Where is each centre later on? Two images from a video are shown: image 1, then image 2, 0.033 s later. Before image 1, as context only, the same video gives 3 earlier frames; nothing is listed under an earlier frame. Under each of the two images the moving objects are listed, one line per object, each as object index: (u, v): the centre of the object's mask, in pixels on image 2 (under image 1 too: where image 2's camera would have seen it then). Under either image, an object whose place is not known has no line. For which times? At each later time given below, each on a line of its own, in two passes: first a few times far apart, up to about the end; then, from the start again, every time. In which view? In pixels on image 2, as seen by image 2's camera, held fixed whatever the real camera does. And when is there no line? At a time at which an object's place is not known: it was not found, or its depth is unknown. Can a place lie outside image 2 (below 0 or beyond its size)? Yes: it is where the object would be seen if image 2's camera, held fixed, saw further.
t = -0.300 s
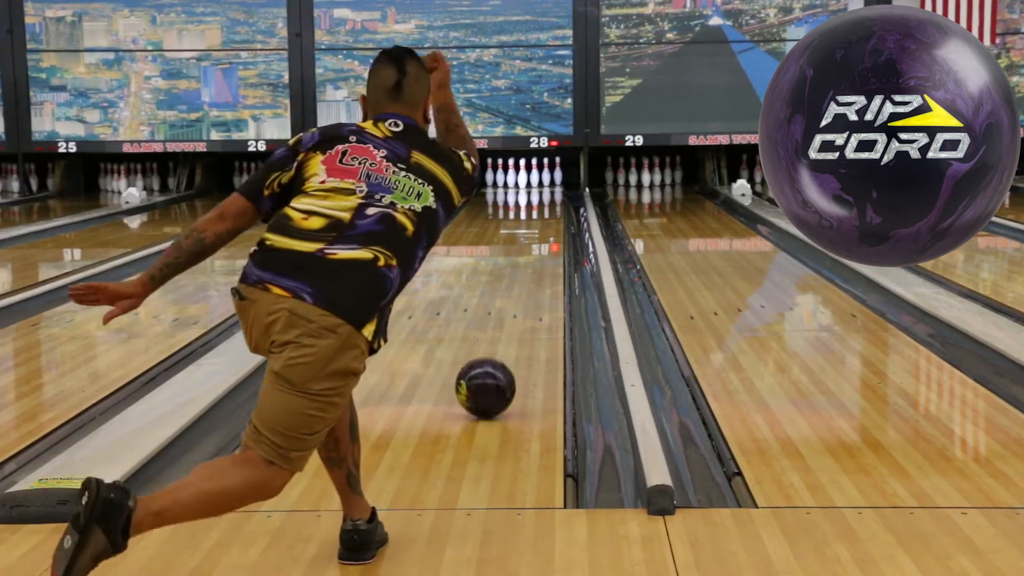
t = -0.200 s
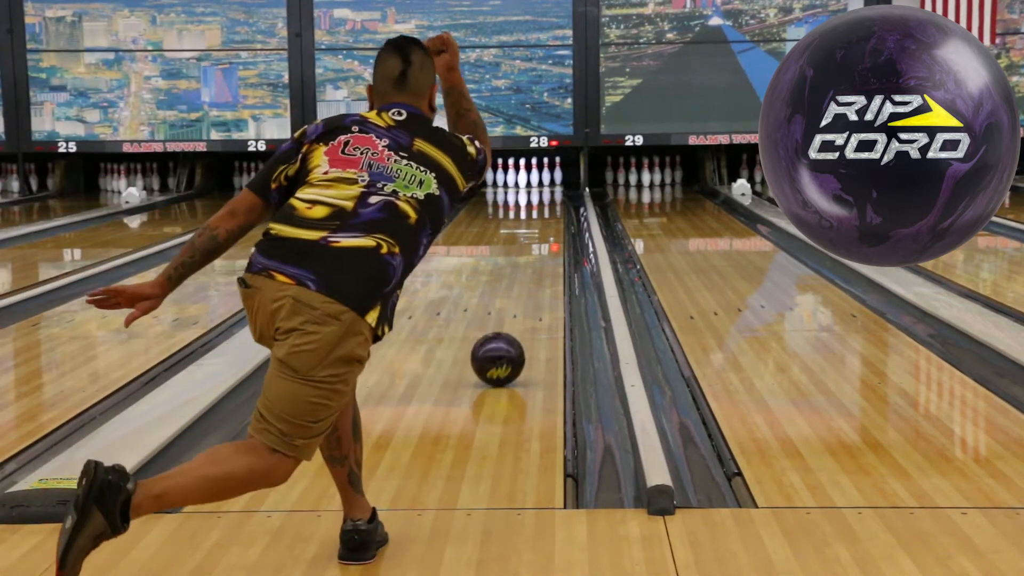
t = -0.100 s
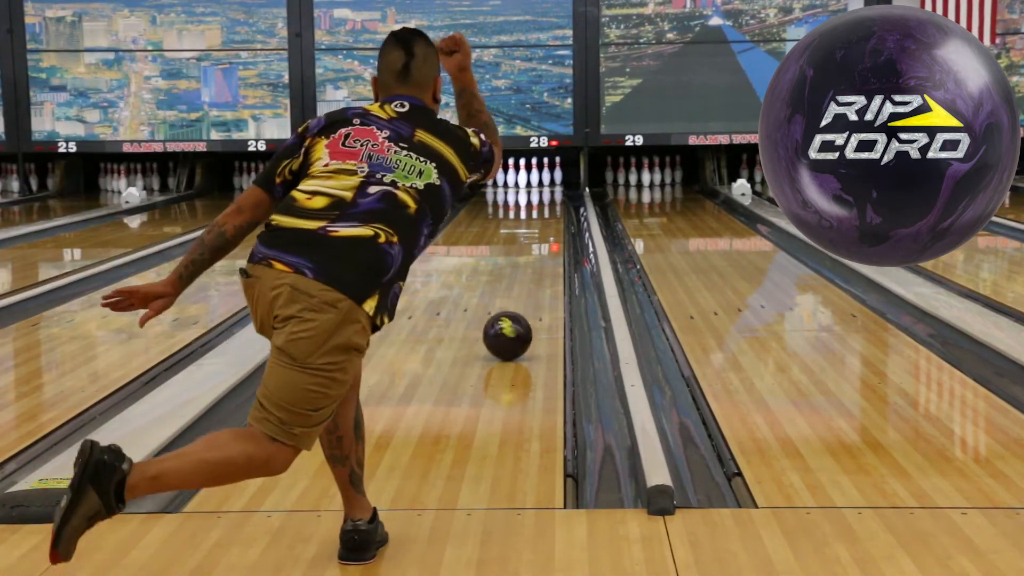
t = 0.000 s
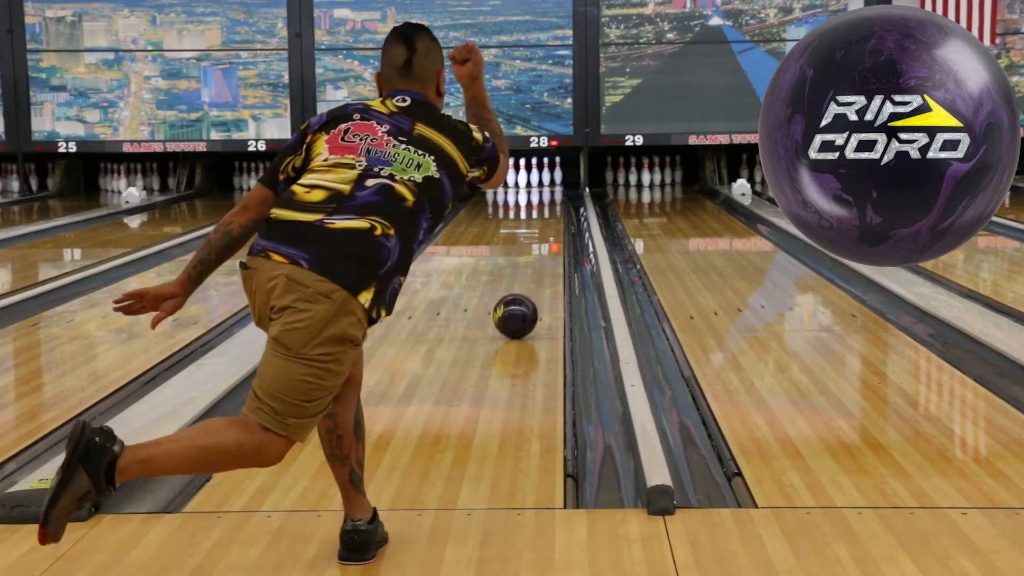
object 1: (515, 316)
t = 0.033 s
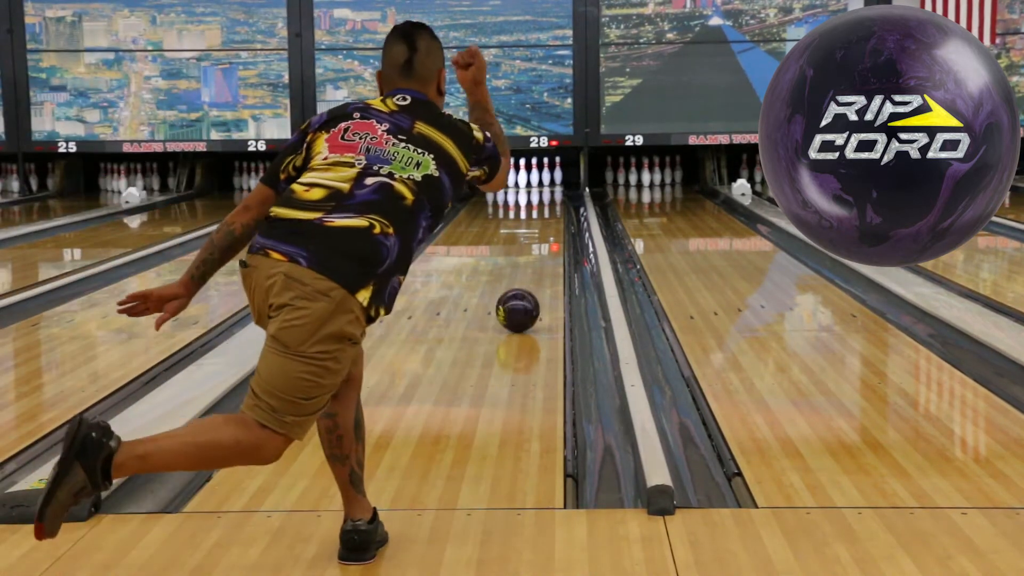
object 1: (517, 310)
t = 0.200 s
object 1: (527, 285)
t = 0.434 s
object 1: (537, 259)
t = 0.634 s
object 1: (542, 242)
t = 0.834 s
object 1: (546, 229)
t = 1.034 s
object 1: (549, 217)
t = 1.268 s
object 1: (549, 207)
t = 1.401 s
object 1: (549, 202)
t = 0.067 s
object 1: (520, 305)
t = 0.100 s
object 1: (522, 299)
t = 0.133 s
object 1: (524, 294)
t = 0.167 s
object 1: (526, 290)
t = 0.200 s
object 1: (527, 285)
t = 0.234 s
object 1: (529, 281)
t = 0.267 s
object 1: (530, 277)
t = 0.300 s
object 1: (532, 273)
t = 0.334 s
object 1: (533, 269)
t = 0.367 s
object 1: (534, 266)
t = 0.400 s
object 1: (536, 262)
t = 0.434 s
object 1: (537, 259)
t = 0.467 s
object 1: (538, 256)
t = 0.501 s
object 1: (539, 253)
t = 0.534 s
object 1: (540, 249)
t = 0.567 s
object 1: (541, 247)
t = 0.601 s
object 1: (541, 244)
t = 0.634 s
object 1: (542, 242)
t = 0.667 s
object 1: (543, 239)
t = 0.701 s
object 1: (544, 237)
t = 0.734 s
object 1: (544, 235)
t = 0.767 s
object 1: (545, 233)
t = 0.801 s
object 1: (546, 230)
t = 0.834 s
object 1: (546, 229)
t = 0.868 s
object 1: (547, 227)
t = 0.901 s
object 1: (547, 225)
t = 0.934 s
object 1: (548, 223)
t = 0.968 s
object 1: (548, 221)
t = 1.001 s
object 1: (549, 220)
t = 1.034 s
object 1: (549, 217)
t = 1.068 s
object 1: (549, 216)
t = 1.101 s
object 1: (549, 215)
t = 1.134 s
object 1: (549, 213)
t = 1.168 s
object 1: (549, 211)
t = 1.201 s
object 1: (549, 210)
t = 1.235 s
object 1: (549, 208)
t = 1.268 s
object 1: (549, 207)
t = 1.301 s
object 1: (549, 206)
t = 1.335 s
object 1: (549, 205)
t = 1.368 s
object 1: (549, 204)
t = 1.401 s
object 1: (549, 202)
